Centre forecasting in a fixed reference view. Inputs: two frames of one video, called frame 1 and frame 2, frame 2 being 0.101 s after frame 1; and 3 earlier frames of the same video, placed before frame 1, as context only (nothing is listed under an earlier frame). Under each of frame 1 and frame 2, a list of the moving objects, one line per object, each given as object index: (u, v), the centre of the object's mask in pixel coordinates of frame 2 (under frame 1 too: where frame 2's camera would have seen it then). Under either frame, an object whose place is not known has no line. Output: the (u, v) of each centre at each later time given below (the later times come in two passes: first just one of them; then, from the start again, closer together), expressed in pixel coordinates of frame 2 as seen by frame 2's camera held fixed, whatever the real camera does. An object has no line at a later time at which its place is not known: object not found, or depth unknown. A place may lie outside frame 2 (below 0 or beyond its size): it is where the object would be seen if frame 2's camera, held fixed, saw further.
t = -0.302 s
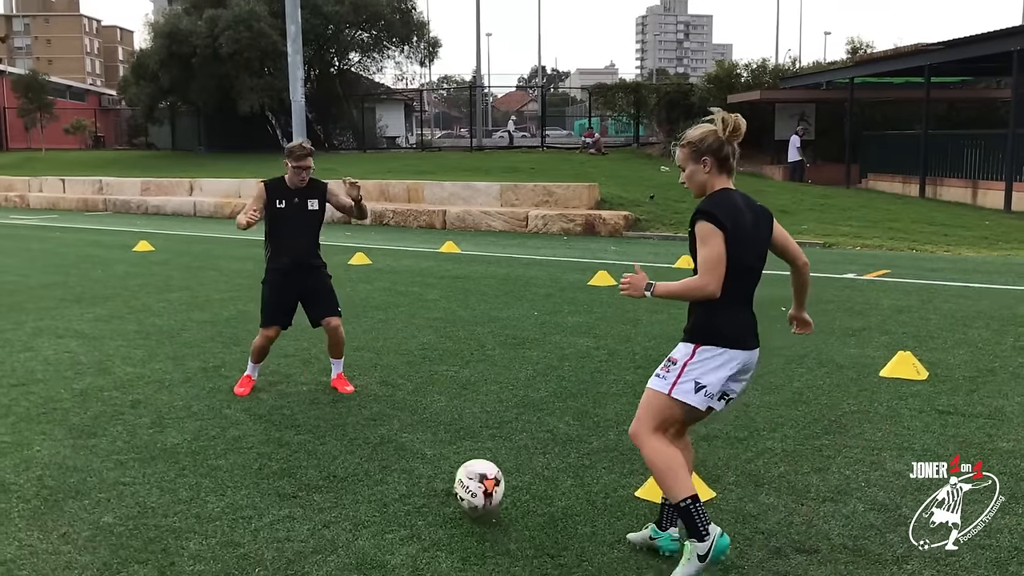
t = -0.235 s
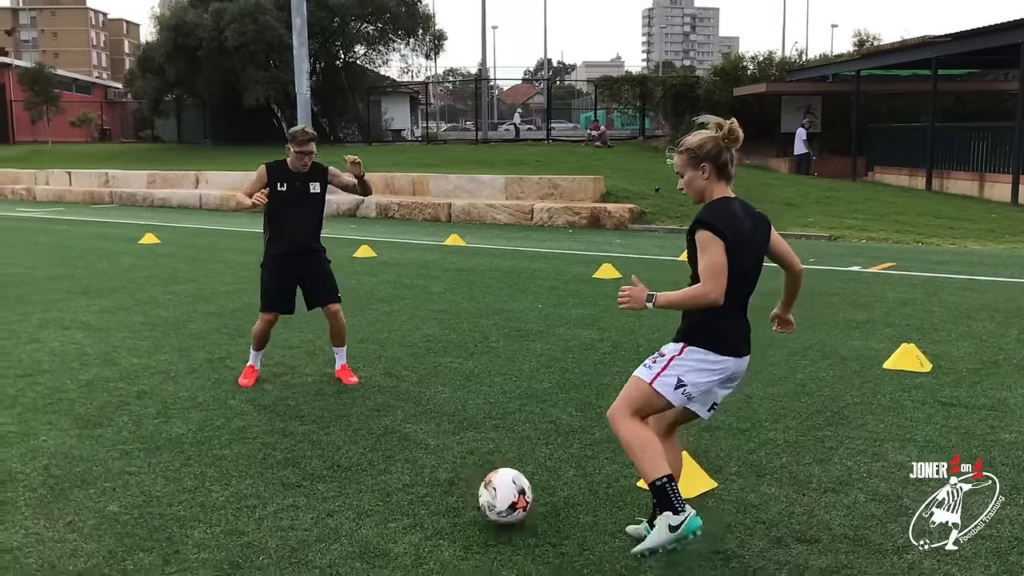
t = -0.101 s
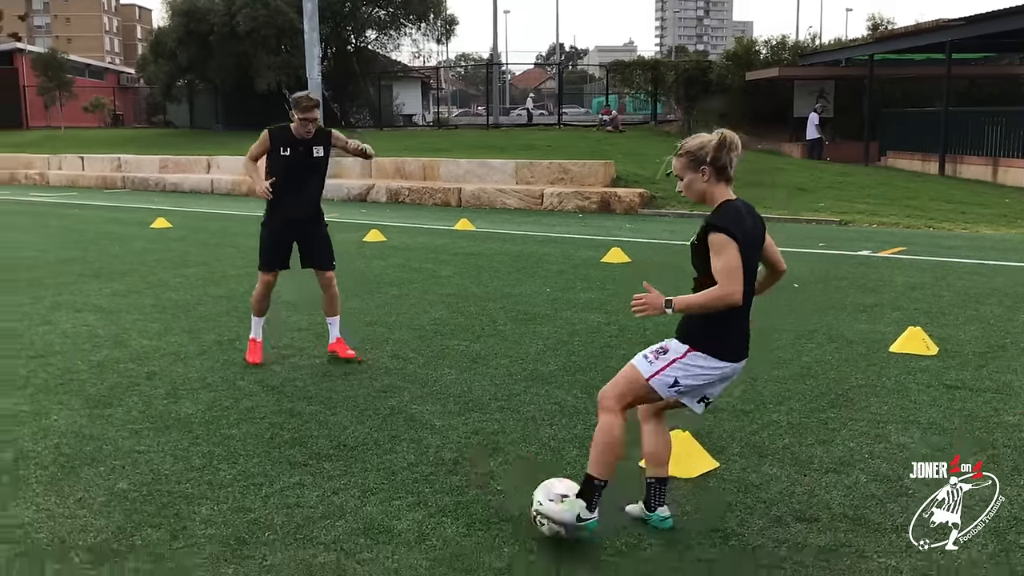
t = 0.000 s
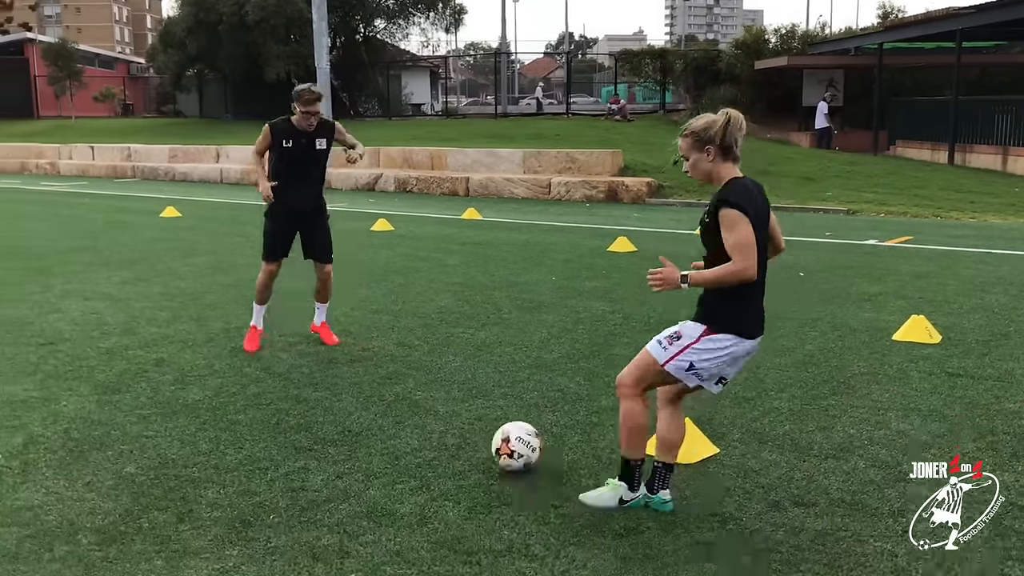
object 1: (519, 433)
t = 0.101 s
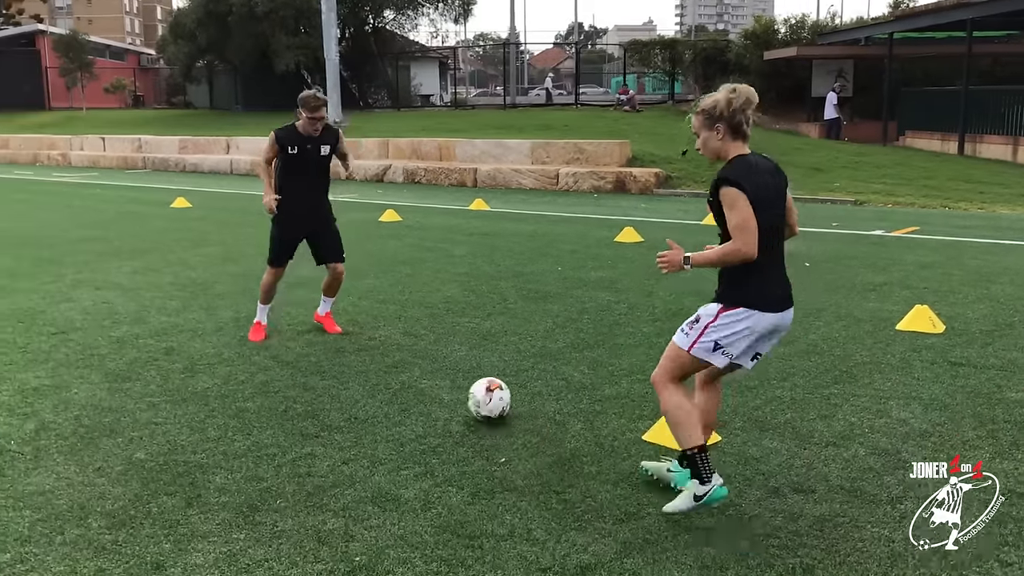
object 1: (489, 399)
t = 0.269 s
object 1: (457, 361)
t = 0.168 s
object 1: (474, 382)
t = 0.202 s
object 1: (467, 375)
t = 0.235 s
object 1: (462, 367)
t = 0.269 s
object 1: (457, 361)
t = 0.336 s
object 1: (448, 348)
